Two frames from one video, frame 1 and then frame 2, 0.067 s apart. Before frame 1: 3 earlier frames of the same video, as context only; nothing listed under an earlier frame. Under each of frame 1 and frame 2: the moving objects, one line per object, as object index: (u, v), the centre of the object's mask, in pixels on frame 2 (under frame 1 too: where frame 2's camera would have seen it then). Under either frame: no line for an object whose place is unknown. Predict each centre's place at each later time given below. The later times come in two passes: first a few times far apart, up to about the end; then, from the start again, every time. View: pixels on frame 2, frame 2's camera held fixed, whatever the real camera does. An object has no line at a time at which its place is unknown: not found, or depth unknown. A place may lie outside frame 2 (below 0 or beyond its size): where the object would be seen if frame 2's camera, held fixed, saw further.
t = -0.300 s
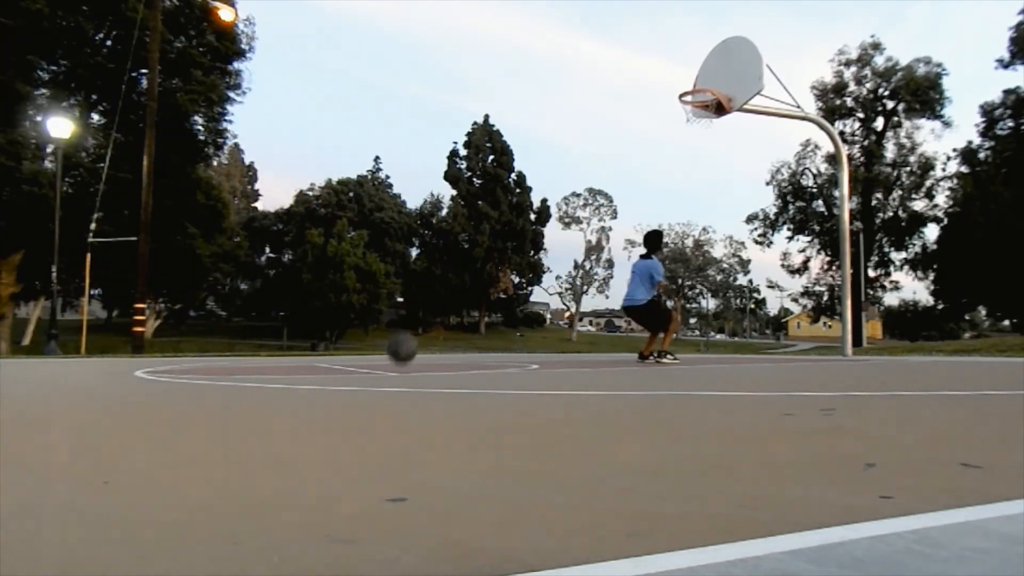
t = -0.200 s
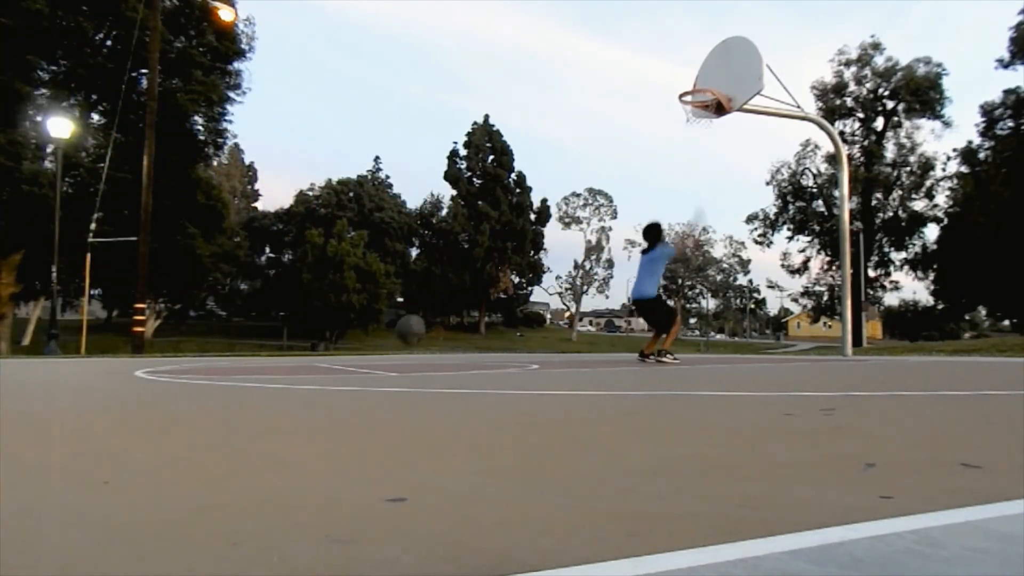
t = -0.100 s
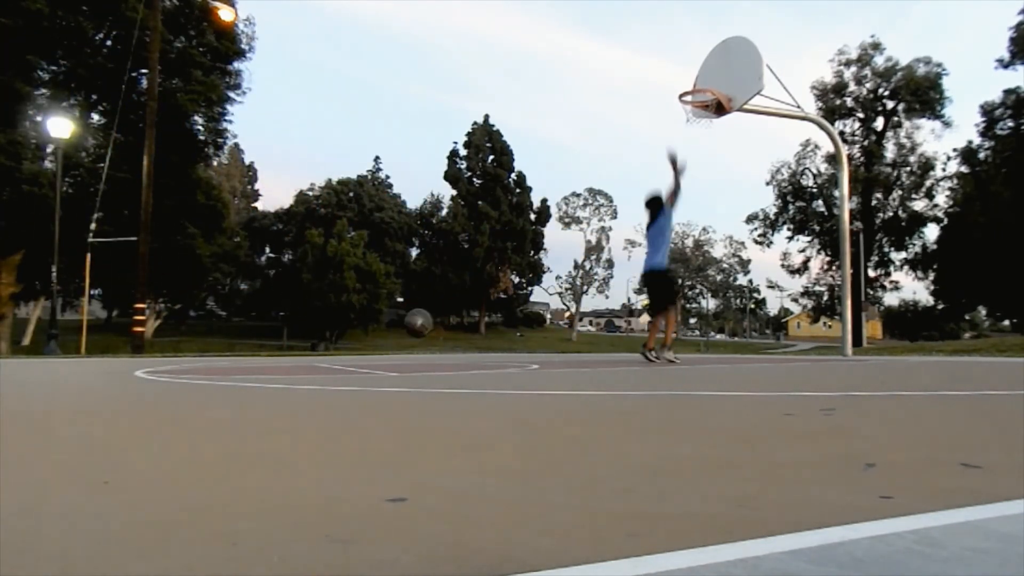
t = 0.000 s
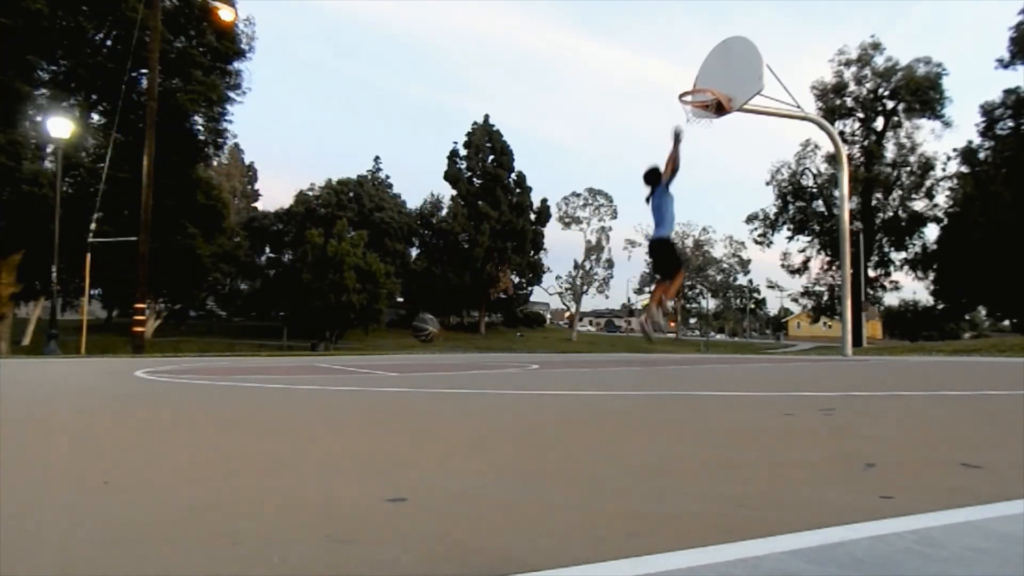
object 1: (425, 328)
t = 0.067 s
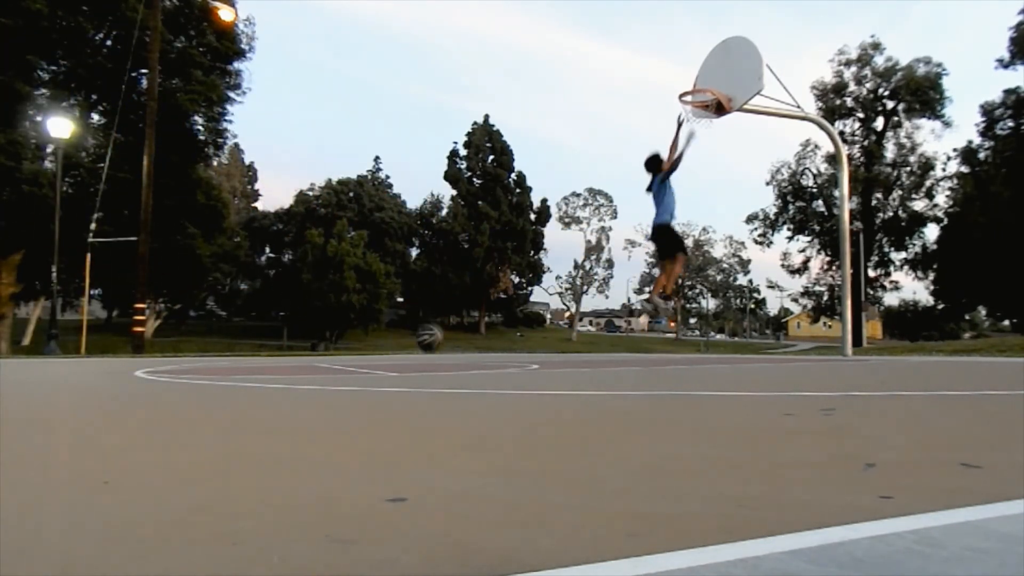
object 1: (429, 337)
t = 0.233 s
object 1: (440, 340)
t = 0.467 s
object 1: (453, 333)
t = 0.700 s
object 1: (464, 339)
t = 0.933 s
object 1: (474, 344)
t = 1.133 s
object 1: (482, 340)
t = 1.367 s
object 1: (491, 348)
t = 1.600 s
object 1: (498, 345)
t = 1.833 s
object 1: (505, 343)
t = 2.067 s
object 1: (510, 345)
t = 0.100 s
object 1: (431, 343)
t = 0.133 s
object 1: (434, 351)
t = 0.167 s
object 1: (436, 351)
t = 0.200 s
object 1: (438, 345)
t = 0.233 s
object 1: (440, 340)
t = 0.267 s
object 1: (442, 335)
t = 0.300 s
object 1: (444, 332)
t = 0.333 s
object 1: (446, 330)
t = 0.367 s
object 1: (447, 330)
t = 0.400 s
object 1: (449, 330)
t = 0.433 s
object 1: (451, 331)
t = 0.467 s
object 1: (453, 333)
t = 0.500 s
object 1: (454, 339)
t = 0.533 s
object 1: (455, 343)
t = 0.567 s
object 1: (457, 349)
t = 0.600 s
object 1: (459, 352)
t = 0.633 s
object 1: (461, 346)
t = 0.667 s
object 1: (462, 342)
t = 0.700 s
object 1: (464, 339)
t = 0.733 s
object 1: (466, 336)
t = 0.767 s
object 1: (467, 335)
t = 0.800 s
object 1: (469, 335)
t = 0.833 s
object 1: (470, 336)
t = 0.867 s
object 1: (471, 338)
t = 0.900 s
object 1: (473, 341)
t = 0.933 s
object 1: (474, 344)
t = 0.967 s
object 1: (475, 349)
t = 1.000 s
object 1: (477, 350)
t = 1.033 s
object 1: (478, 346)
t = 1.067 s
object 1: (480, 343)
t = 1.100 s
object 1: (481, 341)
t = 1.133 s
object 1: (482, 340)
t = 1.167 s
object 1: (483, 339)
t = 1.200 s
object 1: (485, 340)
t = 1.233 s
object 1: (486, 341)
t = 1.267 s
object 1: (487, 344)
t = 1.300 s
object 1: (489, 347)
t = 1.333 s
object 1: (489, 353)
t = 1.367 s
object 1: (491, 348)
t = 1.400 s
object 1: (492, 345)
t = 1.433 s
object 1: (493, 343)
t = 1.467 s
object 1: (494, 342)
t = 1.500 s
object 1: (495, 341)
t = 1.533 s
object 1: (496, 341)
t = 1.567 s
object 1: (497, 342)
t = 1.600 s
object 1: (498, 345)
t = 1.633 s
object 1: (499, 348)
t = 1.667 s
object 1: (500, 351)
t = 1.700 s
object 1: (502, 349)
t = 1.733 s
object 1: (502, 346)
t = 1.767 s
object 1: (503, 344)
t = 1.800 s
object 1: (504, 343)
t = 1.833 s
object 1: (505, 343)
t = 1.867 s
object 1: (506, 344)
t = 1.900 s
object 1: (506, 346)
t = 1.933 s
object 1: (508, 348)
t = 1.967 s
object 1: (508, 351)
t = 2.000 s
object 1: (508, 350)
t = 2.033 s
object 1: (509, 346)
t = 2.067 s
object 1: (510, 345)
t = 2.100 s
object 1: (511, 344)
